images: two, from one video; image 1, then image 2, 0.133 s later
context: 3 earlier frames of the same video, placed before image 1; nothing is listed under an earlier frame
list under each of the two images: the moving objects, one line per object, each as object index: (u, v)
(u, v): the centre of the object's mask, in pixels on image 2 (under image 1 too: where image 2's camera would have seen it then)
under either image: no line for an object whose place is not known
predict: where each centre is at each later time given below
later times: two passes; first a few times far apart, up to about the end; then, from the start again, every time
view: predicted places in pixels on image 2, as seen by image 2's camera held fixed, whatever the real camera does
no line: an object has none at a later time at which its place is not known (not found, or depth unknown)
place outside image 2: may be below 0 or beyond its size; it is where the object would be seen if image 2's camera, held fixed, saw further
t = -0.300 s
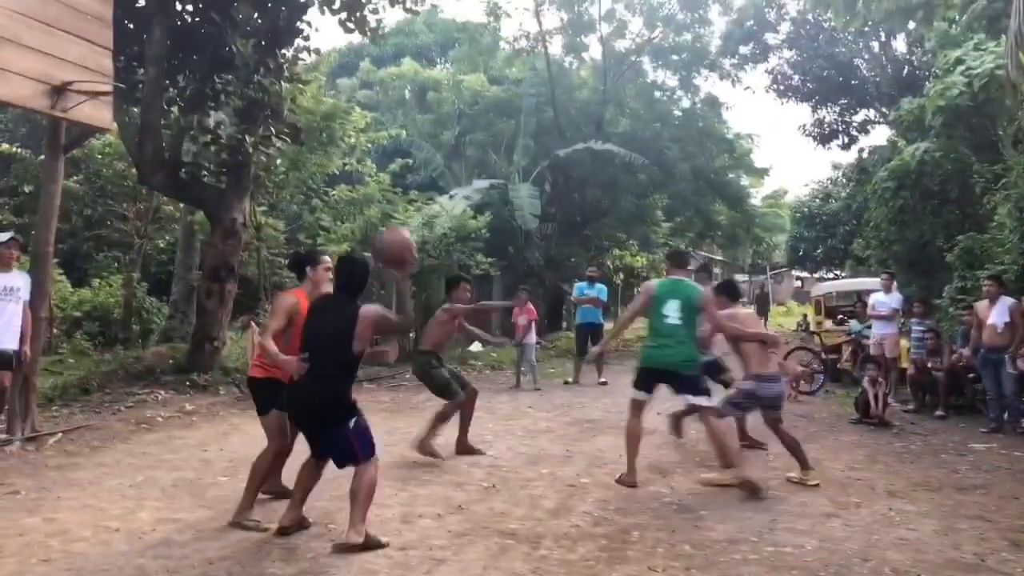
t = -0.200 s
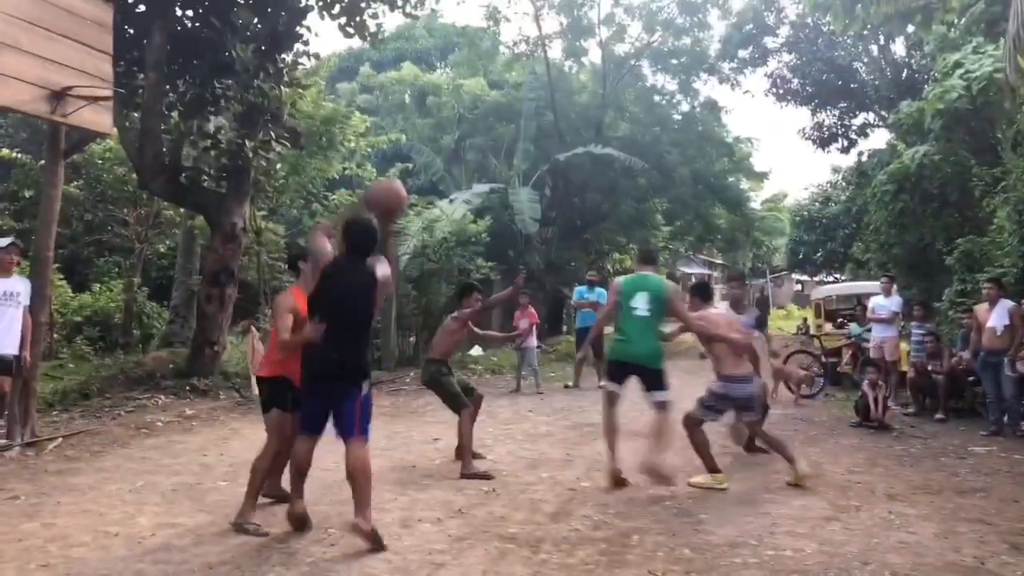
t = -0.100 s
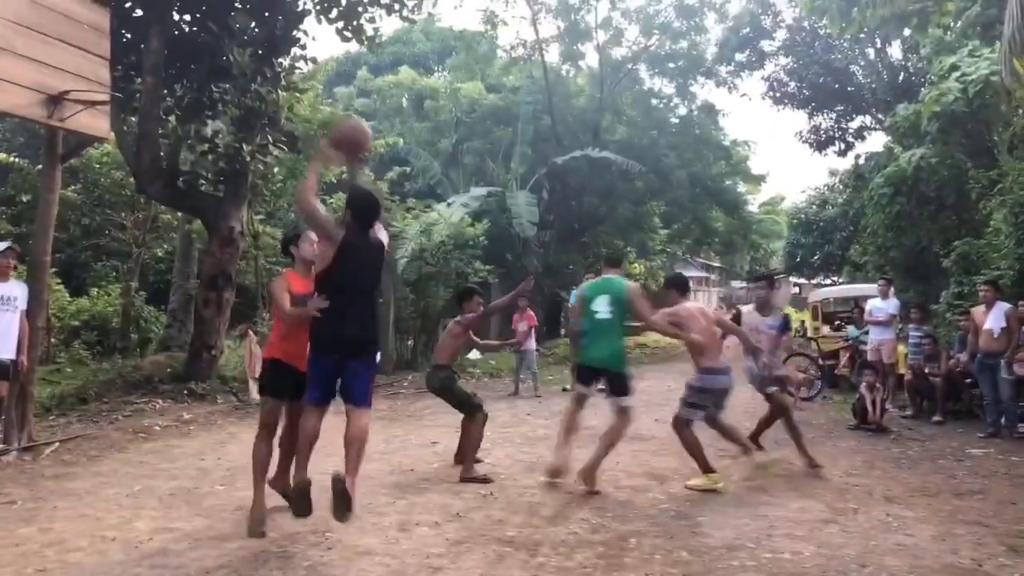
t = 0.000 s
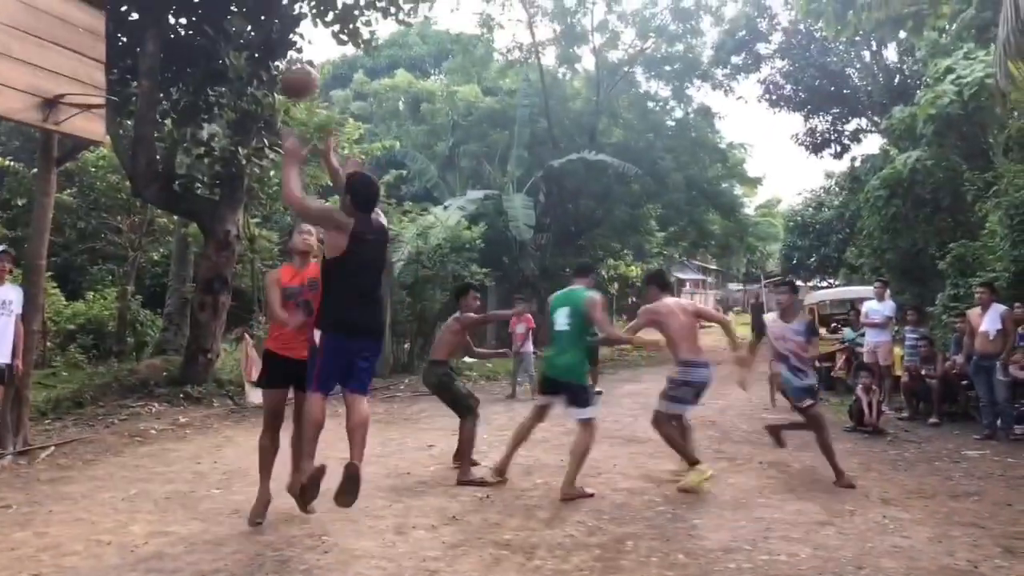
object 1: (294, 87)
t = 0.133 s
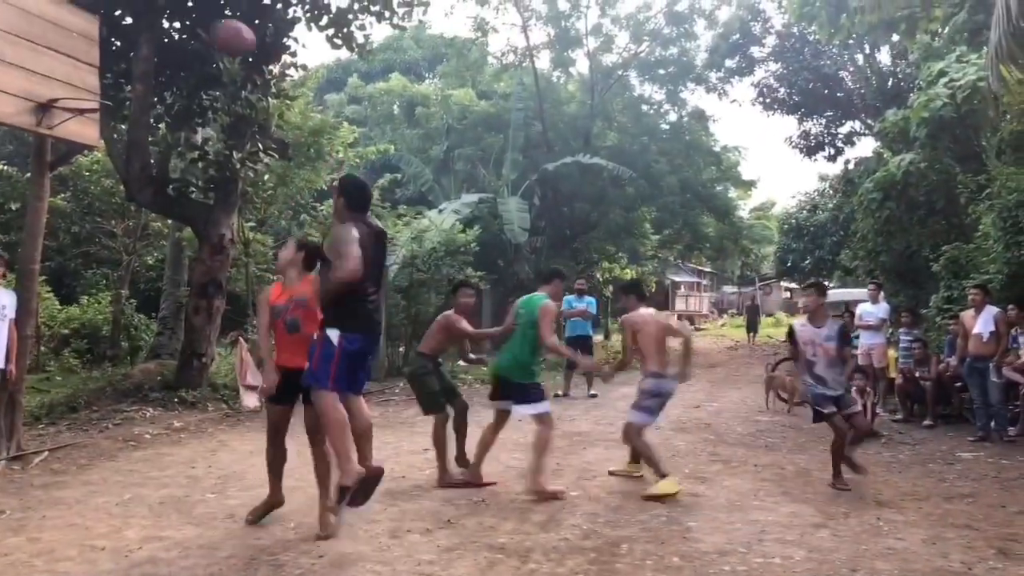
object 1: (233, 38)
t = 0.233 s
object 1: (193, 21)
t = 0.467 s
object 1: (107, 40)
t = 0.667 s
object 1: (92, 91)
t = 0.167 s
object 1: (219, 31)
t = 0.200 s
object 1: (206, 25)
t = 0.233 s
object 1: (193, 21)
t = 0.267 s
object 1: (179, 20)
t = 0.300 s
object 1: (167, 19)
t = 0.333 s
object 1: (155, 20)
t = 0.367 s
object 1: (142, 24)
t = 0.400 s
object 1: (130, 28)
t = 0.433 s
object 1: (117, 35)
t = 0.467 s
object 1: (107, 40)
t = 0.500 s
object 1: (95, 51)
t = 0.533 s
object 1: (83, 62)
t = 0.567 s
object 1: (72, 73)
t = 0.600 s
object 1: (67, 83)
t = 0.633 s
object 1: (79, 90)
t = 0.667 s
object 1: (92, 91)
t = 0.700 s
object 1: (100, 88)
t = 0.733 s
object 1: (111, 86)
